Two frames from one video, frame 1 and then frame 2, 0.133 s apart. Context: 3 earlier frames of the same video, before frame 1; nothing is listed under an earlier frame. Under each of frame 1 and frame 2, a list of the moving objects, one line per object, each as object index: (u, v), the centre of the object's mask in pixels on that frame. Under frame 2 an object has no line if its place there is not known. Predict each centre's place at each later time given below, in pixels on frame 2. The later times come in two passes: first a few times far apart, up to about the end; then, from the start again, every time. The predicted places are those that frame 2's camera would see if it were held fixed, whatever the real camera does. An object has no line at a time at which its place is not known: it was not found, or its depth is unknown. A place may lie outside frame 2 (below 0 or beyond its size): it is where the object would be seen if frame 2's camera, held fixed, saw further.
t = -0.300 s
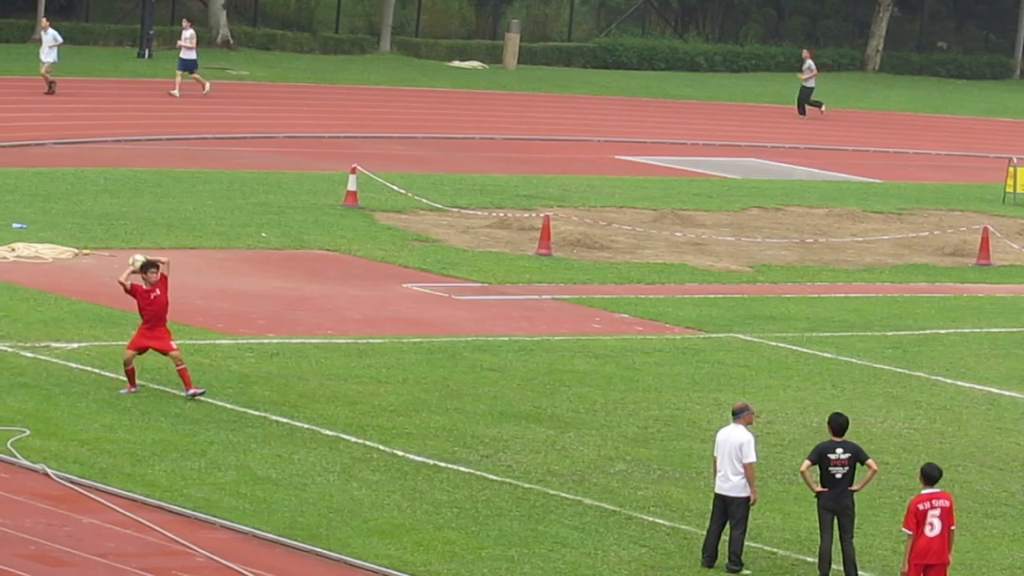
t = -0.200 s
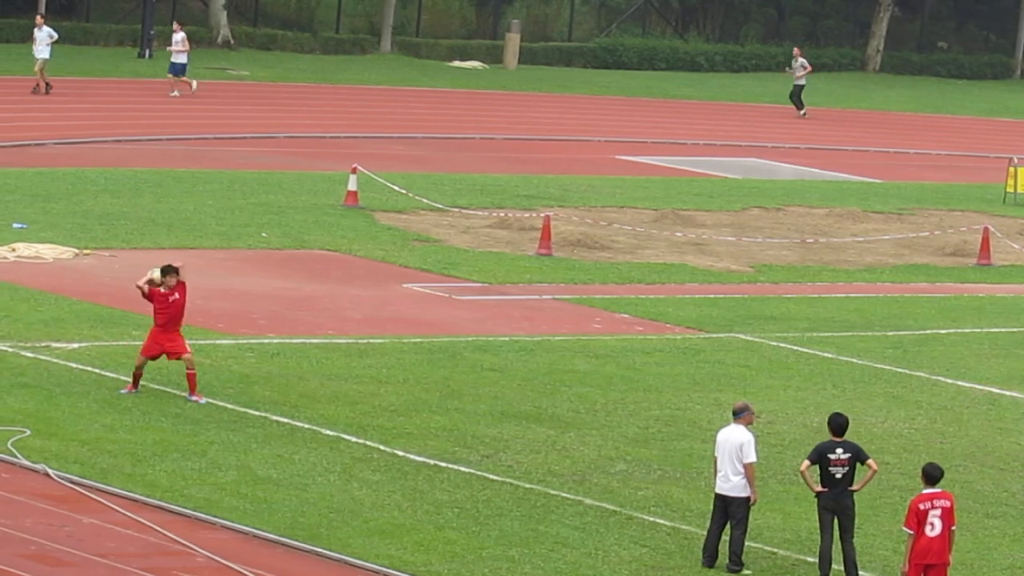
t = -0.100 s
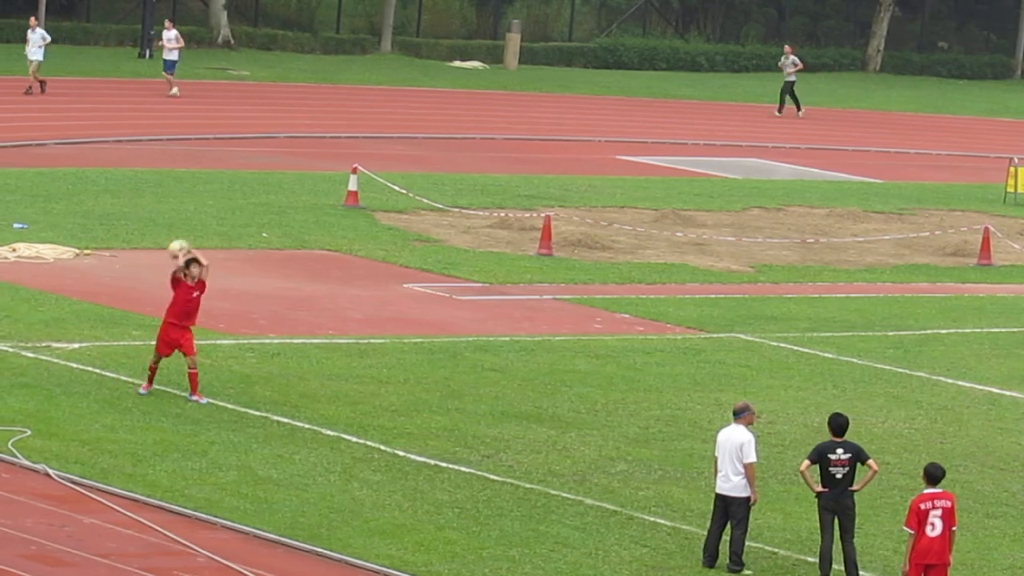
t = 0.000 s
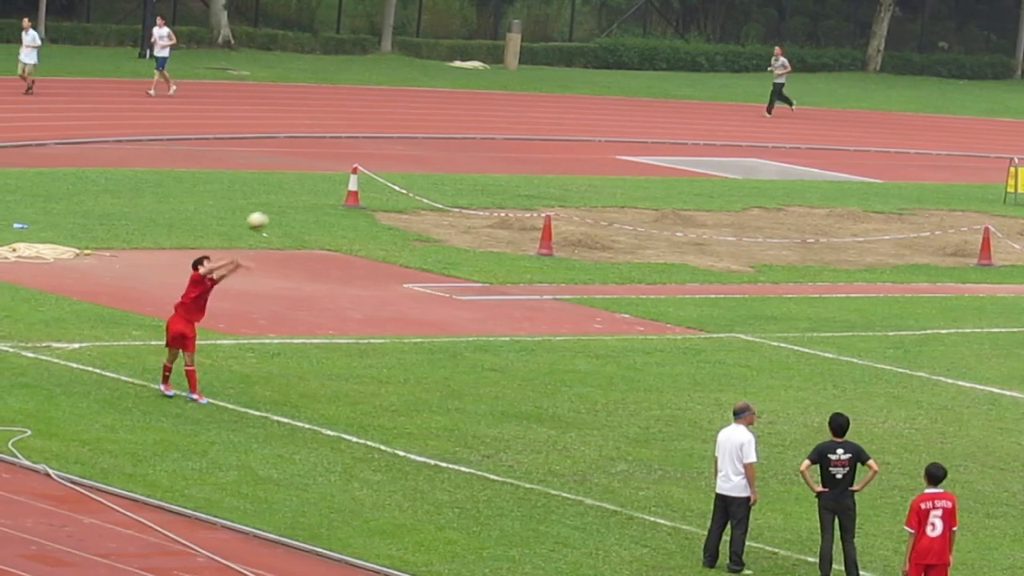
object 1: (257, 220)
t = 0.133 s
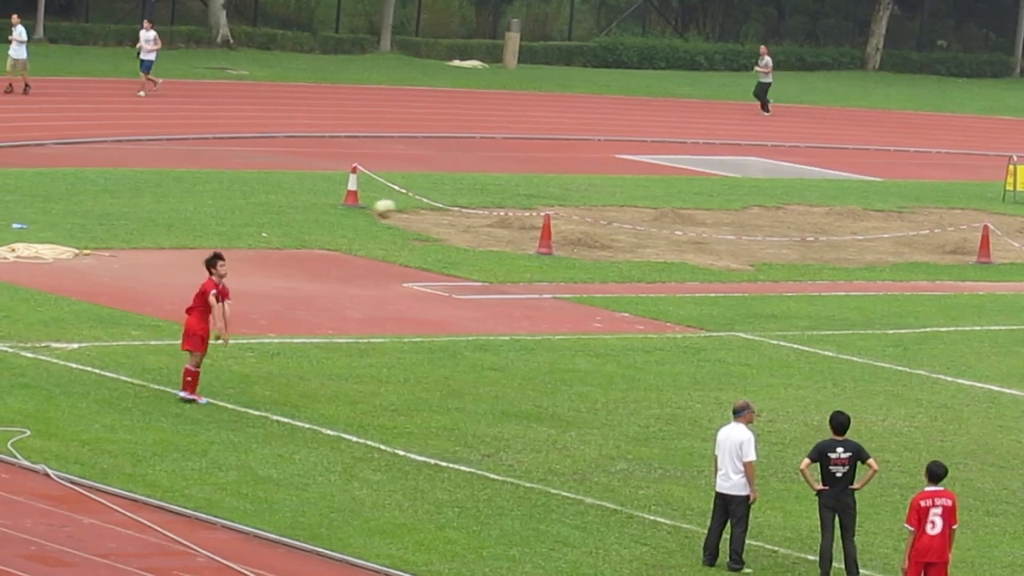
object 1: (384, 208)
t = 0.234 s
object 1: (479, 210)
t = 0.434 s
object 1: (667, 241)
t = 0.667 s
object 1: (887, 322)
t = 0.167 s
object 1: (416, 207)
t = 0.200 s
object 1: (447, 208)
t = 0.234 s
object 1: (479, 210)
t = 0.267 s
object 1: (510, 213)
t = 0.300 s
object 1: (542, 216)
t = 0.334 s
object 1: (573, 221)
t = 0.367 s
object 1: (605, 227)
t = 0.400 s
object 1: (636, 234)
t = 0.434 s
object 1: (667, 241)
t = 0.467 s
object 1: (698, 250)
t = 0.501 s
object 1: (730, 259)
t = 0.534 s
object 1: (760, 270)
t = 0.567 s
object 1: (792, 282)
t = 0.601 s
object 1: (823, 294)
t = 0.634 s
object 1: (855, 307)
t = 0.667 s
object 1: (887, 322)
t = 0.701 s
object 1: (918, 337)
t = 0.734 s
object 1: (949, 354)
